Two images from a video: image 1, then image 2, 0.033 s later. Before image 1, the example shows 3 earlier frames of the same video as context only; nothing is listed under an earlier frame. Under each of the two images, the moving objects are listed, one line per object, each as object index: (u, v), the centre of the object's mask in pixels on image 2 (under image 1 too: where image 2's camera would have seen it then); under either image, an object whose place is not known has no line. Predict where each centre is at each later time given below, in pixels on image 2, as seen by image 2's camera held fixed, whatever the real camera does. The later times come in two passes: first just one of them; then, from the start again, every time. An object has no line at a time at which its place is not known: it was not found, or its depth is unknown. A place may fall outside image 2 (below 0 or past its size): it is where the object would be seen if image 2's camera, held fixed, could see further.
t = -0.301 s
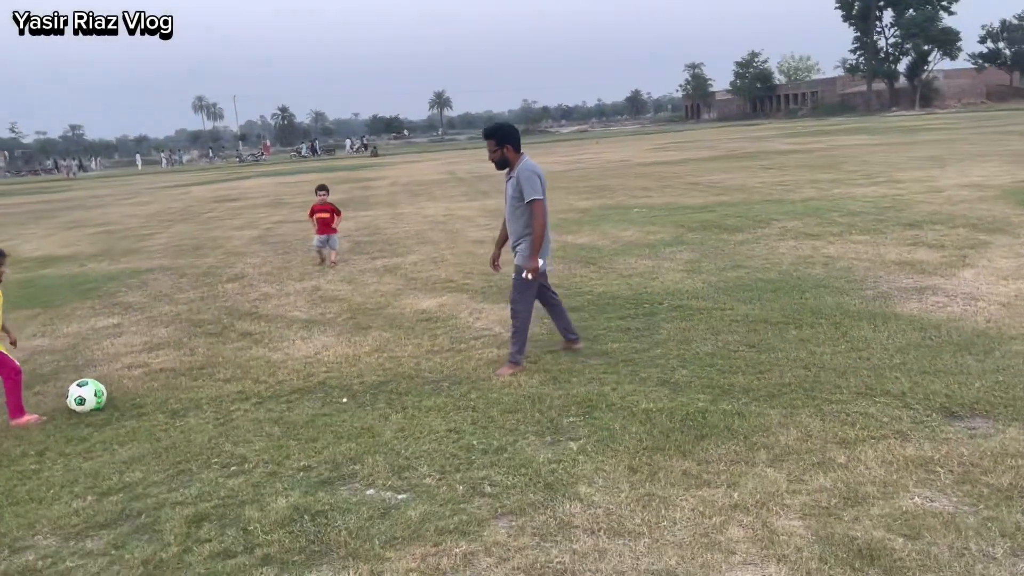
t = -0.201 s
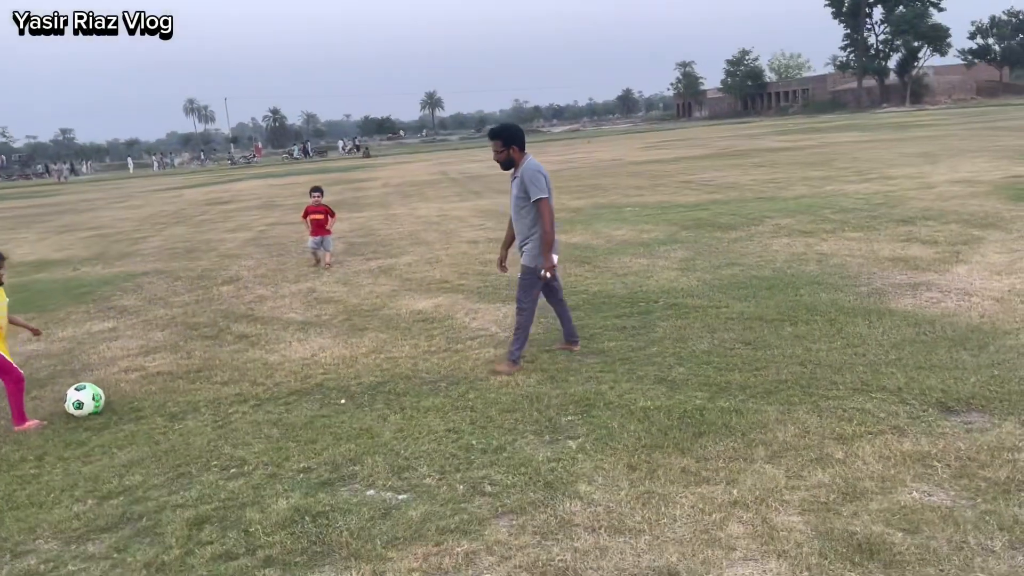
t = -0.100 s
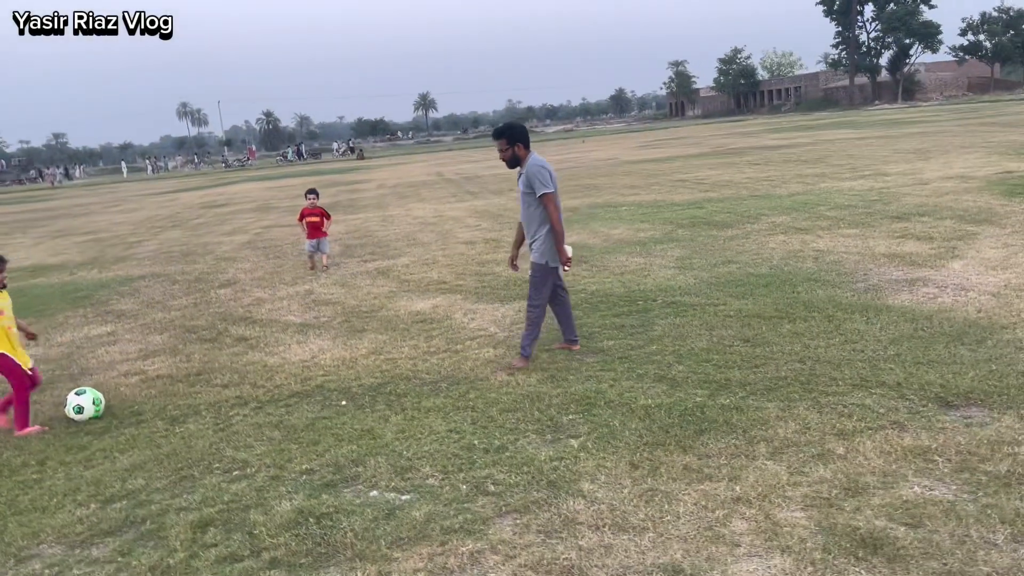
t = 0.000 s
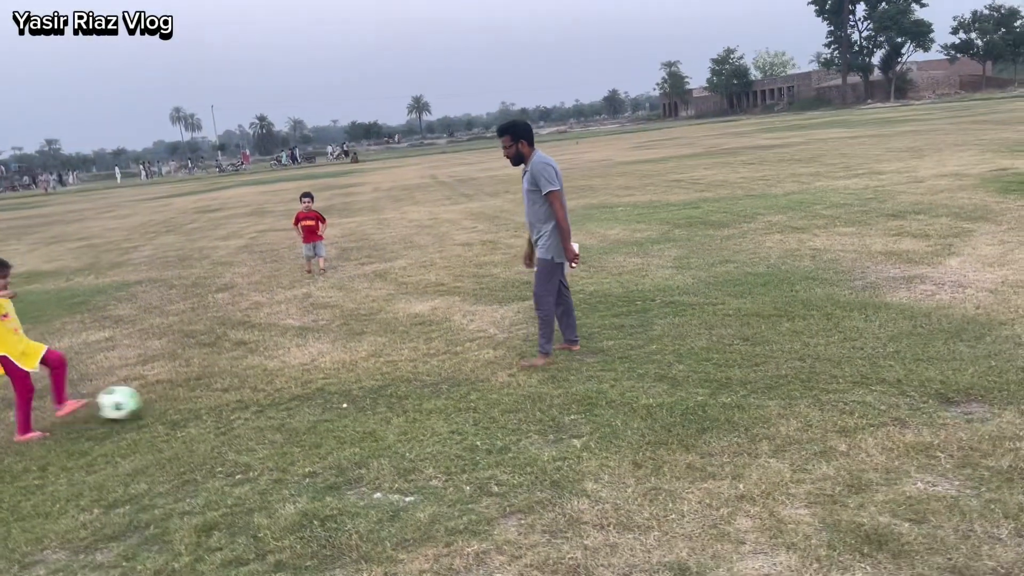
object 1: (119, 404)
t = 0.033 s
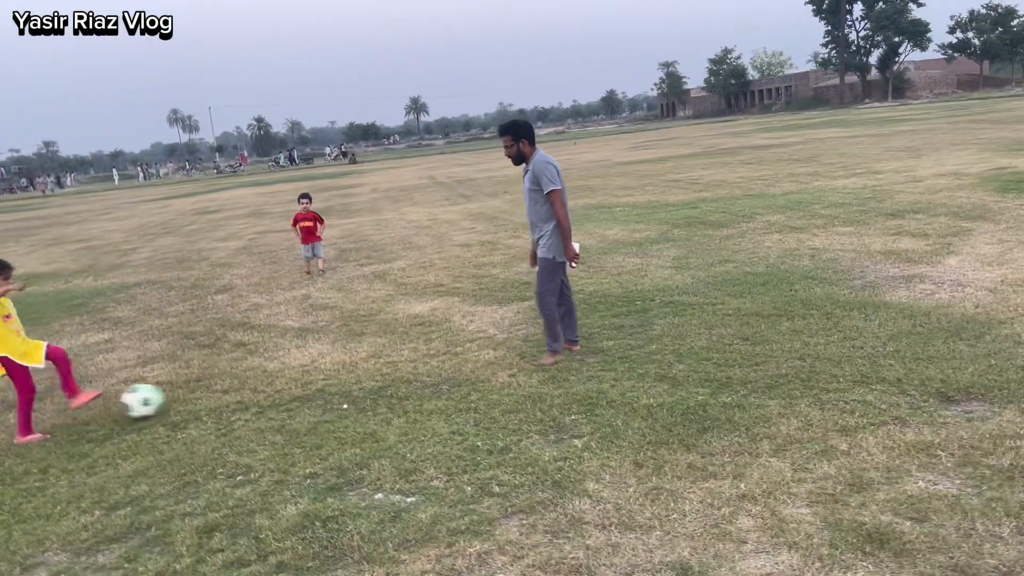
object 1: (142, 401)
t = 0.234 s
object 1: (254, 383)
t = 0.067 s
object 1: (165, 397)
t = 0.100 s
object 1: (186, 394)
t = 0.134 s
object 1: (205, 390)
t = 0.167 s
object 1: (222, 388)
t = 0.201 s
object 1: (240, 386)
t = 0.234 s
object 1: (254, 383)
